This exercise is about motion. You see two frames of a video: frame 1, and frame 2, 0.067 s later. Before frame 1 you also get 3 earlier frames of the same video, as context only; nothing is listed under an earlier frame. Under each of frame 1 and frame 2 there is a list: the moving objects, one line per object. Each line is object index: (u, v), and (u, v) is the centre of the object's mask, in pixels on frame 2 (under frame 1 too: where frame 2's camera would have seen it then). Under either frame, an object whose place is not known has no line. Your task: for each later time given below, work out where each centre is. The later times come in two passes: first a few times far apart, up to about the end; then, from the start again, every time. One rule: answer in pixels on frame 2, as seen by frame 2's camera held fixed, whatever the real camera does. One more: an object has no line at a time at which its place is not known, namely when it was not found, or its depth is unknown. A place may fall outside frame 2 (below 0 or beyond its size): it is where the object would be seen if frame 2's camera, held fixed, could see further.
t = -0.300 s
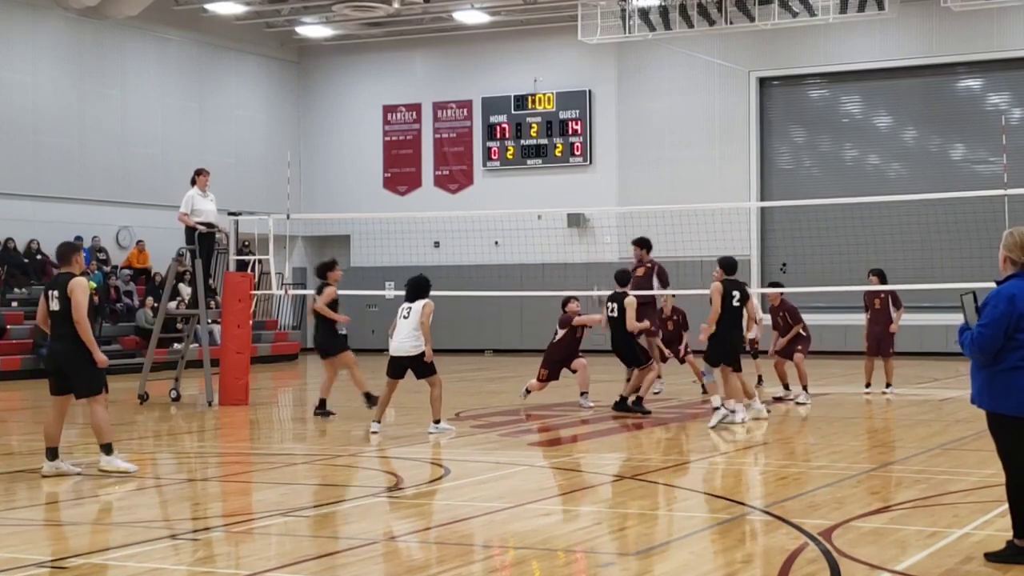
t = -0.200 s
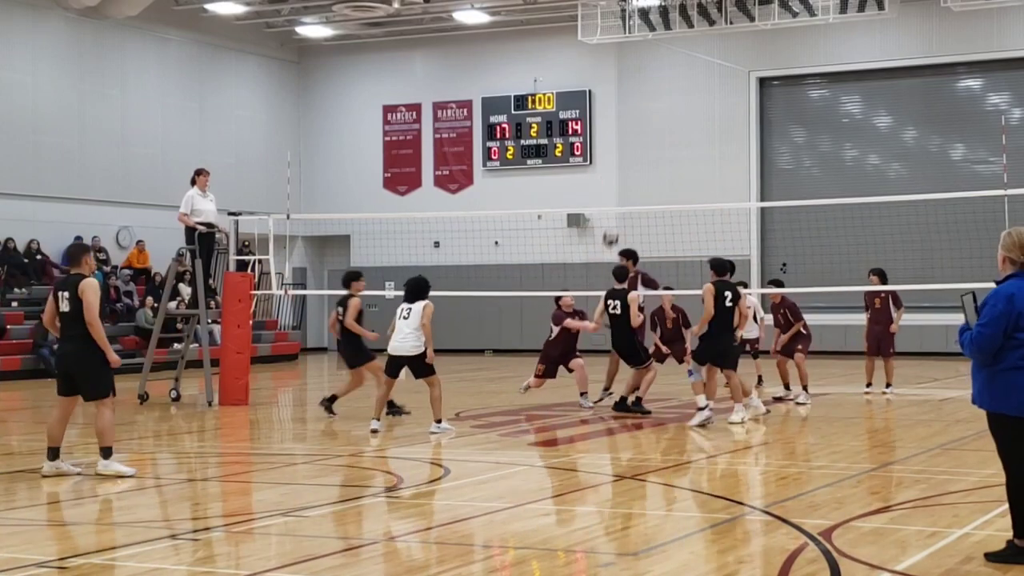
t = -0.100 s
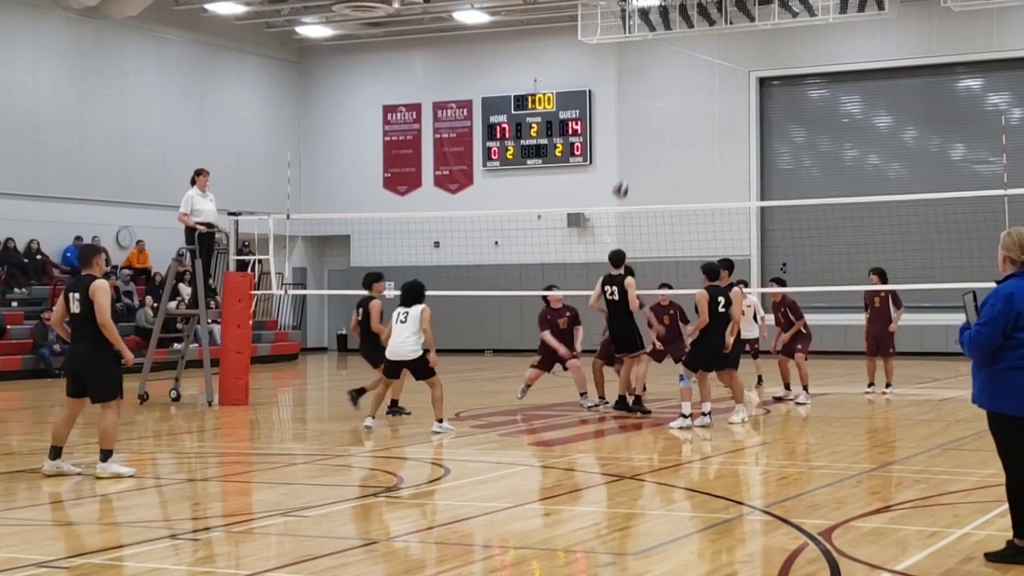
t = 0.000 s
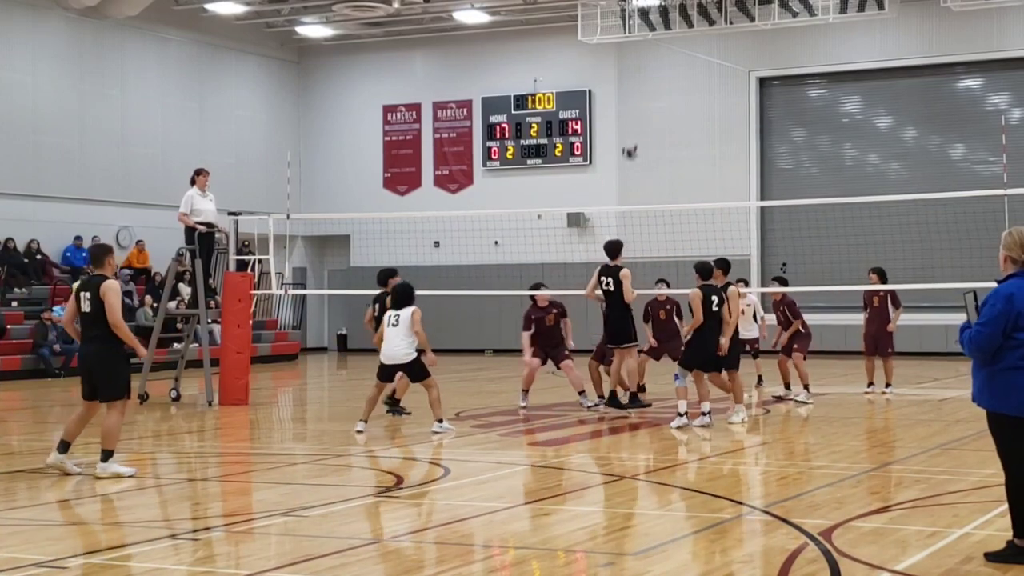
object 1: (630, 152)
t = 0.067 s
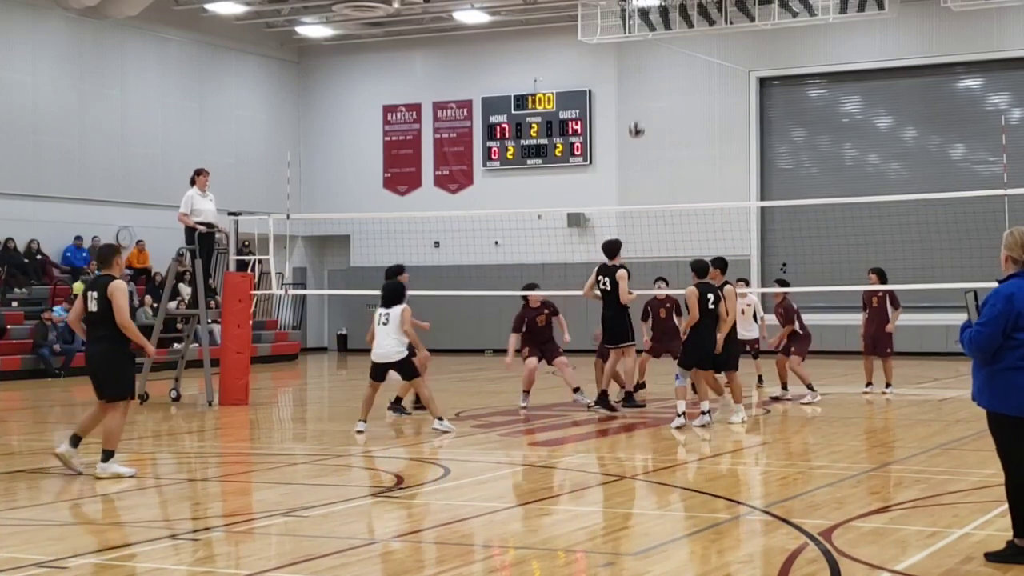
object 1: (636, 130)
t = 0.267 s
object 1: (653, 89)
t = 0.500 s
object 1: (673, 82)
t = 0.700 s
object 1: (688, 107)
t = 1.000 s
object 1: (710, 193)
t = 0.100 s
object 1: (639, 121)
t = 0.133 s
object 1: (642, 113)
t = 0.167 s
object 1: (645, 105)
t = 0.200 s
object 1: (648, 99)
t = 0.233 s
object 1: (651, 94)
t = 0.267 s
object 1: (653, 89)
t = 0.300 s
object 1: (656, 86)
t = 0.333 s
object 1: (659, 82)
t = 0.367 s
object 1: (662, 81)
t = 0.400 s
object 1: (665, 80)
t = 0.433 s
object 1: (668, 80)
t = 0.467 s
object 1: (670, 81)
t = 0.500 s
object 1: (673, 82)
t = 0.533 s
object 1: (676, 84)
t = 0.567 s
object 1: (678, 87)
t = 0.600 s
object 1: (681, 91)
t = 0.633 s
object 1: (683, 96)
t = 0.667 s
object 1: (686, 101)
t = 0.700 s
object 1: (688, 107)
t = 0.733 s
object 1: (691, 114)
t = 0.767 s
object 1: (693, 121)
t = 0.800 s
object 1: (696, 130)
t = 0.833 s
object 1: (698, 139)
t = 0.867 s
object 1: (700, 148)
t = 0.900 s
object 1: (703, 159)
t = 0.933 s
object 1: (705, 169)
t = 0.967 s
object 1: (708, 181)
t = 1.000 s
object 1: (710, 193)
